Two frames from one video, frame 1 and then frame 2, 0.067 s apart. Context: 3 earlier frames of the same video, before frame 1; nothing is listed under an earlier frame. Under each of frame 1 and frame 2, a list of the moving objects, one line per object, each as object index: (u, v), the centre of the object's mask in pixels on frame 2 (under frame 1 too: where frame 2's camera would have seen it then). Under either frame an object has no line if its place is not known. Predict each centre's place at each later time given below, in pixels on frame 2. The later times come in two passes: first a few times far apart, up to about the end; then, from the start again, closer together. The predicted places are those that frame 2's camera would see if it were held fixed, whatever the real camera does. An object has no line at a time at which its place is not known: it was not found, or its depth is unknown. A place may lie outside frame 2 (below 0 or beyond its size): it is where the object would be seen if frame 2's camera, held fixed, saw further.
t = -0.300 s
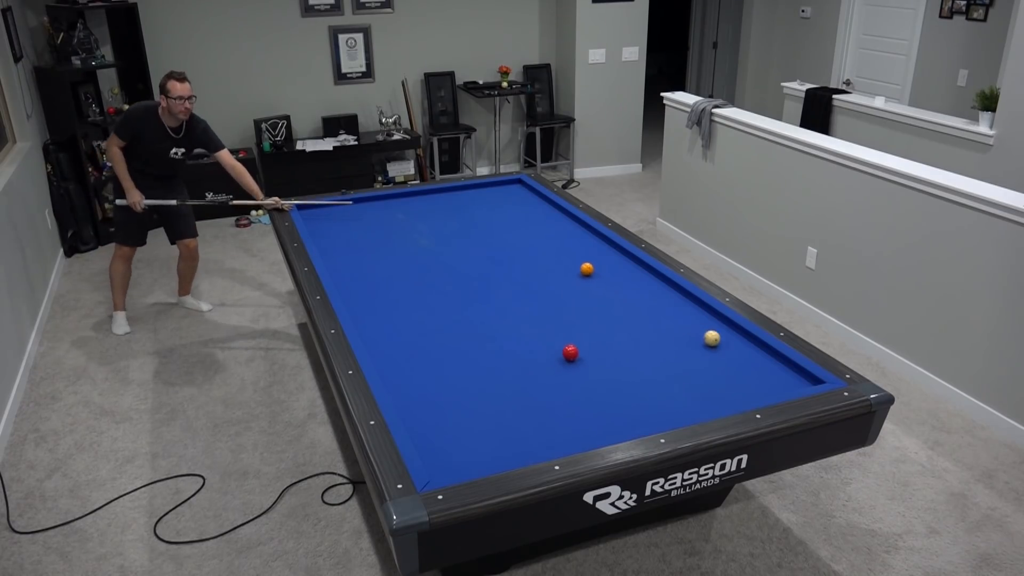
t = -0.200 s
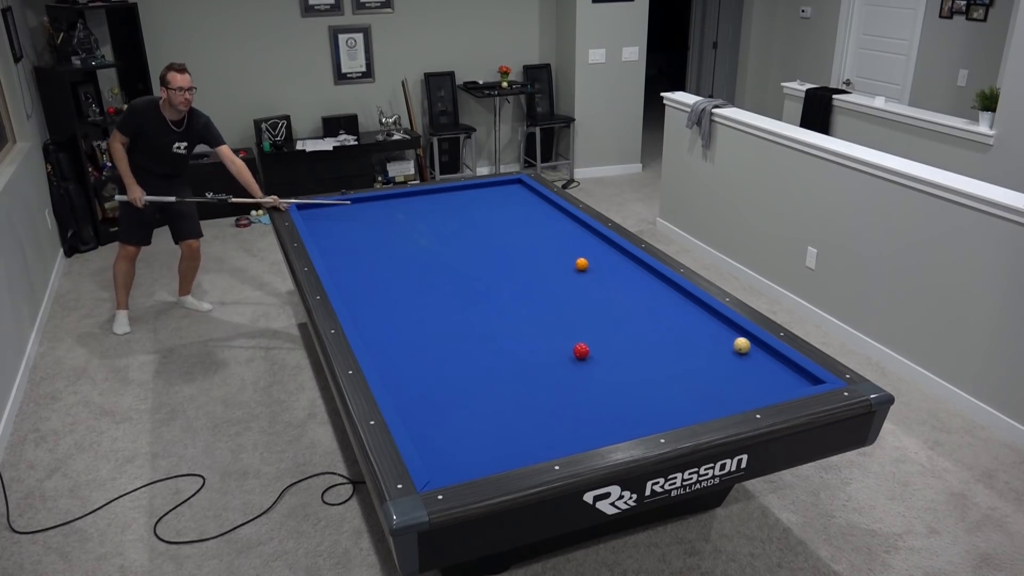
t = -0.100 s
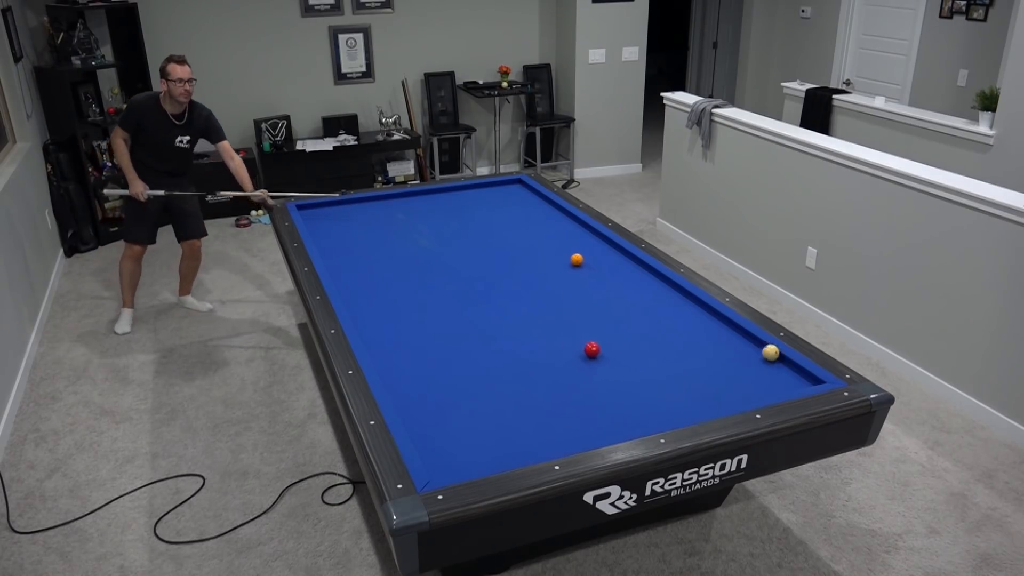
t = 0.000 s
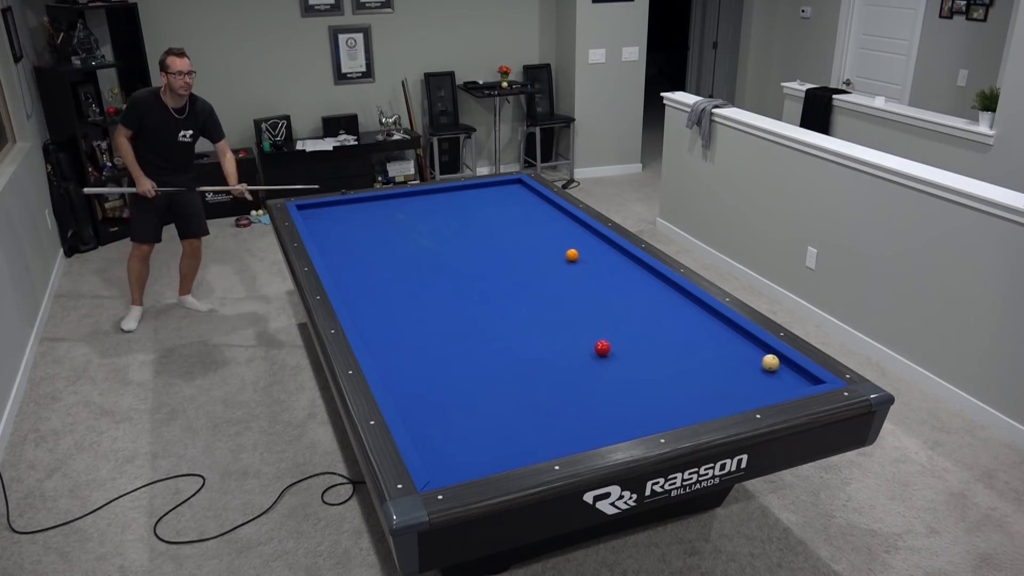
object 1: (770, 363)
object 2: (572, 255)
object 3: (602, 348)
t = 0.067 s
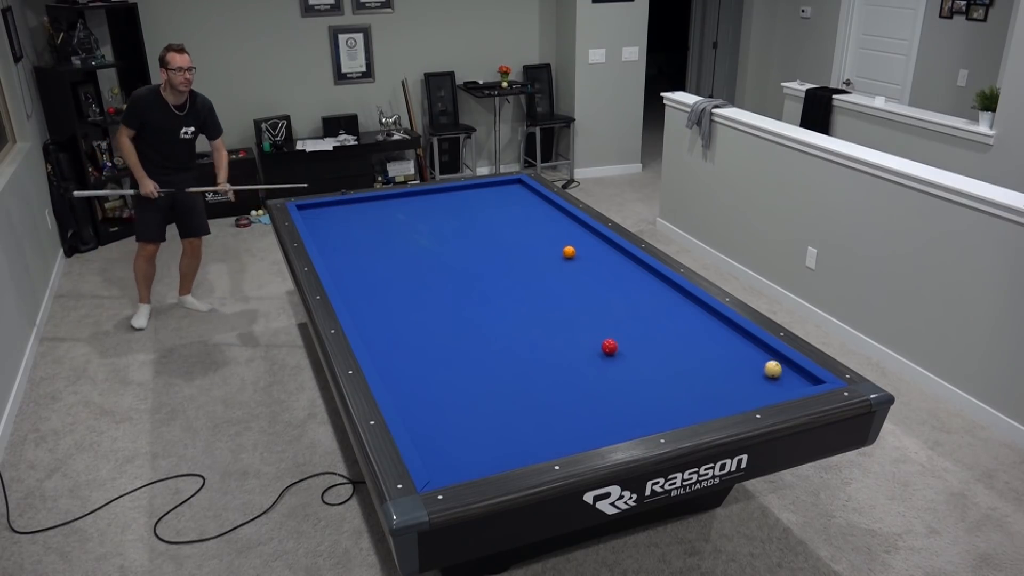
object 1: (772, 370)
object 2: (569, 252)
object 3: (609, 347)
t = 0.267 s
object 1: (780, 388)
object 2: (560, 244)
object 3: (630, 345)
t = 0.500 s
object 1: (754, 382)
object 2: (551, 235)
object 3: (652, 341)
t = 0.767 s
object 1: (727, 372)
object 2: (541, 225)
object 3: (677, 337)
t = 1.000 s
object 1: (704, 364)
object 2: (533, 218)
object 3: (698, 334)
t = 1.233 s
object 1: (683, 357)
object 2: (525, 210)
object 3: (717, 332)
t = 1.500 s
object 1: (661, 349)
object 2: (518, 203)
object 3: (734, 330)
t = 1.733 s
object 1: (642, 343)
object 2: (511, 197)
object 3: (728, 335)
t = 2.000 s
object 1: (623, 336)
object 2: (505, 190)
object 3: (721, 340)
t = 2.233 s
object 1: (607, 331)
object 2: (499, 185)
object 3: (716, 345)
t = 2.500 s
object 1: (590, 325)
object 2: (500, 185)
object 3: (709, 350)
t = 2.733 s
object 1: (577, 320)
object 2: (506, 187)
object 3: (704, 354)
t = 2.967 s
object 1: (564, 315)
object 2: (510, 190)
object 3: (699, 358)
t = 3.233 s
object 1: (550, 310)
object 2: (516, 193)
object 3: (693, 362)
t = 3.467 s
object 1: (539, 307)
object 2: (520, 196)
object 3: (689, 366)
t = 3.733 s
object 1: (527, 302)
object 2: (525, 199)
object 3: (683, 370)
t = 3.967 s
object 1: (517, 299)
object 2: (530, 201)
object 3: (679, 373)
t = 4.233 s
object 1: (507, 295)
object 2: (535, 204)
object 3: (675, 376)
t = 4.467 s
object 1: (498, 292)
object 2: (539, 206)
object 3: (672, 379)
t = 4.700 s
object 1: (491, 289)
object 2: (543, 209)
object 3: (669, 382)
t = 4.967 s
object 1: (482, 287)
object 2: (547, 211)
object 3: (666, 384)
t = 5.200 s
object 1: (476, 284)
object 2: (550, 213)
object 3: (663, 386)
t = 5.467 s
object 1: (469, 282)
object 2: (554, 216)
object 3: (661, 388)
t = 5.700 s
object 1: (463, 280)
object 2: (557, 217)
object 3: (659, 389)
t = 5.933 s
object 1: (458, 278)
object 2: (560, 219)
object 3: (658, 390)
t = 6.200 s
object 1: (453, 276)
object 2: (563, 221)
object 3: (657, 391)
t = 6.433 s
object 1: (448, 275)
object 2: (565, 222)
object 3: (657, 392)
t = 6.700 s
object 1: (444, 274)
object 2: (567, 224)
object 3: (657, 392)
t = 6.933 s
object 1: (441, 273)
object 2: (569, 225)
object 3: (657, 392)
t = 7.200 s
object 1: (438, 272)
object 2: (570, 227)
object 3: (657, 392)
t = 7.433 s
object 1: (435, 271)
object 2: (571, 228)
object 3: (657, 392)
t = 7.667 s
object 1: (433, 271)
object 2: (572, 229)
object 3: (657, 392)
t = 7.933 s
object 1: (432, 270)
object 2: (573, 230)
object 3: (657, 392)
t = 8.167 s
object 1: (430, 270)
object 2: (574, 230)
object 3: (658, 392)
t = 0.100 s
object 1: (774, 373)
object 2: (567, 250)
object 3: (613, 347)
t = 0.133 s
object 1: (775, 376)
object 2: (566, 249)
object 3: (616, 346)
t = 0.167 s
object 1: (776, 380)
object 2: (564, 248)
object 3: (620, 346)
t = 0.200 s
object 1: (777, 383)
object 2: (563, 247)
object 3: (623, 346)
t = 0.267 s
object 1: (780, 388)
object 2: (560, 244)
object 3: (630, 345)
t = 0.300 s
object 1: (777, 388)
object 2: (559, 242)
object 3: (633, 344)
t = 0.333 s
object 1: (772, 387)
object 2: (557, 241)
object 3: (636, 343)
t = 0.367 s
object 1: (769, 386)
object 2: (556, 240)
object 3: (639, 343)
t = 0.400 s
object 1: (765, 385)
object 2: (555, 238)
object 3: (643, 342)
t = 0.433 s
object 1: (761, 384)
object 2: (553, 237)
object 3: (646, 342)
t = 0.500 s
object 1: (754, 382)
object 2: (551, 235)
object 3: (652, 341)
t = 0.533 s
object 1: (751, 380)
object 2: (549, 233)
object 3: (656, 340)
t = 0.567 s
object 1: (747, 379)
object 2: (548, 232)
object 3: (659, 340)
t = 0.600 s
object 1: (743, 378)
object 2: (547, 231)
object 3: (662, 340)
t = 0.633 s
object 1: (740, 377)
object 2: (546, 230)
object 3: (665, 339)
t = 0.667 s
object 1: (737, 376)
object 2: (544, 229)
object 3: (668, 339)
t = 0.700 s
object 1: (733, 374)
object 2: (543, 227)
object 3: (671, 338)
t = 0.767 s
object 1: (727, 372)
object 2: (541, 225)
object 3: (677, 337)
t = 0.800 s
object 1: (723, 371)
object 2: (539, 224)
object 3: (680, 337)
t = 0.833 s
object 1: (720, 370)
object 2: (538, 223)
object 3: (683, 337)
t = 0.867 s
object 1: (717, 369)
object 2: (537, 222)
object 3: (686, 336)
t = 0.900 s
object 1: (713, 368)
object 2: (536, 221)
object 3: (689, 336)
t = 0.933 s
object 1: (710, 367)
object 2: (535, 220)
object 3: (692, 335)
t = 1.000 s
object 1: (704, 364)
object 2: (533, 218)
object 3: (698, 334)
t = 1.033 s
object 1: (701, 363)
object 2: (532, 217)
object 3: (701, 334)
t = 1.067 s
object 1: (698, 362)
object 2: (531, 216)
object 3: (704, 334)
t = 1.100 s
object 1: (695, 361)
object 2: (530, 214)
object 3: (706, 333)
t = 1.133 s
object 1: (692, 360)
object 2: (529, 214)
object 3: (709, 333)
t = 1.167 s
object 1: (689, 359)
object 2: (528, 213)
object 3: (712, 332)
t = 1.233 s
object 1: (683, 357)
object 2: (525, 210)
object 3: (717, 332)
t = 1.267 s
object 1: (680, 356)
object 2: (525, 209)
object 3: (720, 331)
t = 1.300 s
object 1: (677, 355)
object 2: (523, 208)
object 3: (723, 331)
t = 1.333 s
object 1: (674, 354)
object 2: (523, 207)
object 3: (726, 330)
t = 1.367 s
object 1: (672, 353)
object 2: (522, 206)
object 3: (728, 330)
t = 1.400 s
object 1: (669, 352)
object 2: (521, 206)
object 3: (731, 330)
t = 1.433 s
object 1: (666, 351)
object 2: (520, 205)
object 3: (734, 329)
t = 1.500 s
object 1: (661, 349)
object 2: (518, 203)
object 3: (734, 330)
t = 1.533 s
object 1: (658, 348)
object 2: (517, 202)
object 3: (733, 331)
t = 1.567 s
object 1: (656, 348)
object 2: (516, 201)
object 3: (732, 331)
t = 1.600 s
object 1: (653, 347)
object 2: (515, 200)
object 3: (731, 332)
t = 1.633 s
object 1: (650, 346)
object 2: (514, 199)
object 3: (730, 333)
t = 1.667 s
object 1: (648, 345)
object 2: (513, 198)
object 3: (729, 333)
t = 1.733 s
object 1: (642, 343)
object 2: (511, 197)
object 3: (728, 335)
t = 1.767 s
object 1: (640, 342)
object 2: (510, 196)
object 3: (727, 336)
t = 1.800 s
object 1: (637, 341)
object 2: (510, 195)
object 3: (726, 336)
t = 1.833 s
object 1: (635, 340)
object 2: (509, 194)
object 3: (725, 337)
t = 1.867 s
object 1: (633, 340)
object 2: (508, 193)
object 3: (725, 338)
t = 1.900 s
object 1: (630, 339)
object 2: (507, 193)
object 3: (724, 338)
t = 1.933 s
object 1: (628, 338)
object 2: (506, 192)
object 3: (723, 339)
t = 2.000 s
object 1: (623, 336)
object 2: (505, 190)
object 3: (721, 340)
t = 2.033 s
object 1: (621, 335)
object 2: (504, 189)
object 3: (720, 341)
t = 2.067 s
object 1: (619, 335)
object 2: (503, 189)
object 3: (720, 342)
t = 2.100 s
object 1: (616, 334)
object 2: (502, 188)
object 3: (719, 342)
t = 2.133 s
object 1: (614, 333)
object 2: (502, 187)
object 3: (718, 343)
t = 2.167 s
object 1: (612, 332)
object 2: (501, 186)
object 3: (717, 343)
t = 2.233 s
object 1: (607, 331)
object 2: (499, 185)
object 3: (716, 345)
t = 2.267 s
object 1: (605, 330)
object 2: (498, 184)
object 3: (715, 345)
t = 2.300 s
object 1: (603, 329)
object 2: (498, 184)
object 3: (714, 346)
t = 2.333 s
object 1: (601, 328)
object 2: (497, 183)
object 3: (713, 347)
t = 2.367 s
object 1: (599, 328)
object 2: (498, 183)
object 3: (712, 347)
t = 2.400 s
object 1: (597, 327)
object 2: (498, 184)
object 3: (712, 348)
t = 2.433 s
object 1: (594, 326)
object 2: (499, 184)
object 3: (711, 349)
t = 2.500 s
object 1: (590, 325)
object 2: (500, 185)
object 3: (709, 350)
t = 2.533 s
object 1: (588, 324)
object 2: (501, 185)
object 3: (708, 351)
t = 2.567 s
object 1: (586, 323)
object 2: (502, 185)
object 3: (708, 351)
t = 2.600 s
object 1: (584, 323)
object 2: (503, 186)
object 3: (707, 352)
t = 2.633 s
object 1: (582, 322)
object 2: (503, 186)
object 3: (706, 352)
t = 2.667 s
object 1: (580, 321)
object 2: (504, 187)
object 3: (706, 353)
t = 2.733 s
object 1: (577, 320)
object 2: (506, 187)
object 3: (704, 354)
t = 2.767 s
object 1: (575, 319)
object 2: (506, 188)
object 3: (703, 355)
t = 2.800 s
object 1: (573, 318)
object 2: (507, 188)
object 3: (703, 355)
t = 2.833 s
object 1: (571, 318)
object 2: (508, 189)
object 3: (702, 356)
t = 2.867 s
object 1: (569, 317)
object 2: (508, 189)
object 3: (701, 356)
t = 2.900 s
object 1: (567, 317)
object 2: (509, 189)
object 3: (700, 357)
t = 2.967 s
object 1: (564, 315)
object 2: (510, 190)
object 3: (699, 358)
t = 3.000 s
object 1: (562, 315)
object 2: (511, 191)
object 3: (698, 359)
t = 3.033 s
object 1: (560, 314)
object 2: (512, 191)
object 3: (698, 359)
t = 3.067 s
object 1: (559, 313)
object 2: (512, 191)
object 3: (697, 360)
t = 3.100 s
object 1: (557, 313)
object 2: (513, 192)
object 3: (696, 360)
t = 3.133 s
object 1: (555, 312)
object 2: (514, 192)
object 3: (695, 361)
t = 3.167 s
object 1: (554, 312)
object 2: (514, 193)
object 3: (695, 361)
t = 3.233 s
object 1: (550, 310)
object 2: (516, 193)
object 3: (693, 362)
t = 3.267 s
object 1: (548, 310)
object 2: (516, 194)
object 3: (693, 363)
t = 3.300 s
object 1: (547, 309)
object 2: (517, 194)
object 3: (692, 363)
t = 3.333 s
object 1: (545, 309)
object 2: (518, 194)
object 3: (691, 364)
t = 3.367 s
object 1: (544, 308)
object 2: (518, 195)
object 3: (690, 365)
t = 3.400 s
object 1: (542, 308)
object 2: (519, 195)
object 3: (690, 365)
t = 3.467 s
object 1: (539, 307)
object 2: (520, 196)
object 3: (689, 366)
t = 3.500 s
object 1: (537, 306)
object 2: (521, 196)
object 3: (688, 367)
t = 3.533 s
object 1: (536, 305)
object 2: (522, 197)
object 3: (687, 367)
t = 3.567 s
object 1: (534, 305)
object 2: (522, 197)
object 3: (687, 367)
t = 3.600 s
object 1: (533, 304)
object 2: (523, 198)
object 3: (686, 368)
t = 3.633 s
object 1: (531, 304)
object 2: (523, 198)
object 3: (686, 368)
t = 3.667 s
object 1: (530, 303)
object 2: (524, 198)
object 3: (685, 369)
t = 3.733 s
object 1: (527, 302)
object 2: (525, 199)
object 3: (683, 370)
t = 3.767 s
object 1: (525, 302)
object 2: (526, 199)
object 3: (683, 370)
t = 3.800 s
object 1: (524, 301)
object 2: (527, 200)
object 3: (682, 371)
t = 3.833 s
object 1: (522, 301)
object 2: (527, 200)
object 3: (682, 371)
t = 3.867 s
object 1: (521, 300)
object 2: (528, 200)
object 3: (681, 372)
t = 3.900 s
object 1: (520, 300)
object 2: (529, 201)
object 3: (681, 372)
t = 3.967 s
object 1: (517, 299)
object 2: (530, 201)
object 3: (679, 373)
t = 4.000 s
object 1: (516, 298)
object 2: (530, 202)
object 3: (679, 373)
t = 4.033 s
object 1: (514, 298)
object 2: (531, 202)
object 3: (678, 374)
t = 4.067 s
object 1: (513, 297)
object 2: (532, 202)
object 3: (678, 374)
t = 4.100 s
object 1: (512, 297)
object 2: (532, 203)
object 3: (677, 375)
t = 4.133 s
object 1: (510, 296)
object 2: (533, 203)
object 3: (677, 375)
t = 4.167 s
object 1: (509, 296)
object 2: (533, 203)
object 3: (676, 375)
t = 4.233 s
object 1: (507, 295)
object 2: (535, 204)
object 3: (675, 376)
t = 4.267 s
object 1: (506, 295)
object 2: (535, 204)
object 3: (675, 377)
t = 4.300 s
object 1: (504, 294)
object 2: (536, 205)
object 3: (674, 377)
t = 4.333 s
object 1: (503, 294)
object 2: (536, 205)
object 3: (674, 377)
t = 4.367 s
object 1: (502, 293)
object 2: (537, 205)
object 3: (673, 378)
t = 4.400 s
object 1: (501, 293)
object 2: (538, 206)
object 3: (673, 378)
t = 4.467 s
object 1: (498, 292)
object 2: (539, 206)
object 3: (672, 379)
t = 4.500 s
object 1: (497, 292)
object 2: (539, 207)
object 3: (671, 379)
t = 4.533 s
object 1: (496, 291)
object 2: (540, 207)
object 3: (671, 379)
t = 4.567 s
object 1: (495, 291)
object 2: (540, 207)
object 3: (671, 380)
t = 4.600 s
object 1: (494, 290)
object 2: (541, 208)
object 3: (670, 380)
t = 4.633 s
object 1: (493, 290)
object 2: (542, 208)
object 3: (670, 381)
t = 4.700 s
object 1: (491, 289)
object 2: (543, 209)
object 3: (669, 382)
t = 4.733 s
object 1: (490, 289)
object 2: (543, 209)
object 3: (668, 382)
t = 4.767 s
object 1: (488, 289)
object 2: (544, 209)
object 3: (668, 382)
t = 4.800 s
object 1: (487, 288)
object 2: (544, 210)
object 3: (668, 383)
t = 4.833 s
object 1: (486, 288)
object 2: (545, 210)
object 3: (667, 383)
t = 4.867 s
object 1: (485, 287)
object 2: (545, 210)
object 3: (667, 383)
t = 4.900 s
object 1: (484, 287)
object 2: (546, 210)
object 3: (666, 384)
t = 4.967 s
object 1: (482, 287)
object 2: (547, 211)
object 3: (666, 384)
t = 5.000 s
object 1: (481, 286)
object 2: (547, 211)
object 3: (665, 384)
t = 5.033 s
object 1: (480, 286)
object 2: (548, 212)
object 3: (665, 385)
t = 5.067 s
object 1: (479, 285)
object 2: (549, 212)
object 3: (664, 385)
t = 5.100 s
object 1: (478, 285)
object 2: (549, 212)
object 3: (664, 385)
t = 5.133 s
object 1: (477, 285)
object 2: (549, 213)
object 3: (664, 386)
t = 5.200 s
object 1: (476, 284)
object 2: (550, 213)
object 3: (663, 386)
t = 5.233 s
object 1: (475, 284)
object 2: (551, 214)
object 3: (663, 386)
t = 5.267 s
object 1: (474, 284)
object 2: (551, 214)
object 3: (662, 386)
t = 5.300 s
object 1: (473, 283)
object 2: (552, 214)
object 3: (662, 387)
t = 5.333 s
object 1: (472, 283)
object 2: (552, 214)
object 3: (662, 387)
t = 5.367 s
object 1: (471, 283)
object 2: (553, 215)
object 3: (662, 387)
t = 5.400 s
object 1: (470, 282)
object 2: (553, 215)
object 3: (661, 387)
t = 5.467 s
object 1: (469, 282)
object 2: (554, 216)
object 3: (661, 388)
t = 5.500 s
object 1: (468, 282)
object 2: (555, 216)
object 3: (661, 388)
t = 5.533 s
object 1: (467, 281)
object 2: (555, 216)
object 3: (660, 388)
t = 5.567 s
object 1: (466, 281)
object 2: (556, 216)
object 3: (660, 388)
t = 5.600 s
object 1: (465, 281)
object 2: (556, 216)
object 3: (660, 389)
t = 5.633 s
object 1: (464, 281)
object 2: (557, 217)
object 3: (660, 389)
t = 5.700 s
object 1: (463, 280)
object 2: (557, 217)
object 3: (659, 389)
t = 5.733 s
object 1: (462, 280)
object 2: (558, 218)
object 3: (659, 389)
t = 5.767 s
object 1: (461, 279)
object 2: (558, 218)
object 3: (659, 390)
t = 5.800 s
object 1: (461, 279)
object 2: (559, 218)
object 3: (659, 390)
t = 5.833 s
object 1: (460, 279)
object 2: (559, 218)
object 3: (659, 390)
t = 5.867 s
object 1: (459, 279)
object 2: (559, 219)
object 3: (658, 390)
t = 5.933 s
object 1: (458, 278)
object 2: (560, 219)
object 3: (658, 390)
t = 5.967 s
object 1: (457, 278)
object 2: (561, 219)
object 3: (658, 390)
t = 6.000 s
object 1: (457, 278)
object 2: (561, 219)
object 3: (658, 391)
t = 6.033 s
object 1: (456, 278)
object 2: (561, 220)
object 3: (658, 391)
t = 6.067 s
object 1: (455, 277)
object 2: (562, 220)
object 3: (658, 391)
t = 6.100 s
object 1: (454, 277)
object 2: (562, 220)
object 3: (658, 391)
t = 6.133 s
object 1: (454, 277)
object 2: (562, 220)
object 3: (658, 391)
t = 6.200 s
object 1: (453, 276)
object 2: (563, 221)
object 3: (657, 391)
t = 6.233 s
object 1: (452, 276)
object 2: (563, 221)
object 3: (657, 391)
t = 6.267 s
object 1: (451, 276)
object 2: (564, 221)
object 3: (657, 391)
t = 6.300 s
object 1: (451, 276)
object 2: (564, 222)
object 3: (657, 391)
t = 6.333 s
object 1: (450, 276)
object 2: (564, 222)
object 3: (657, 392)
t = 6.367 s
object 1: (450, 275)
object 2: (565, 222)
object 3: (657, 392)
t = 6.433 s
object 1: (448, 275)
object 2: (565, 222)
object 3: (657, 392)
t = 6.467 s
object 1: (448, 275)
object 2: (565, 223)
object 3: (657, 392)
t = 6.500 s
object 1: (447, 275)
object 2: (566, 223)
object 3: (657, 392)
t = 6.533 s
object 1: (447, 274)
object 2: (566, 223)
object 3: (657, 392)
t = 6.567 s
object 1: (446, 274)
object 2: (566, 223)
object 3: (657, 392)
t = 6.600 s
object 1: (446, 274)
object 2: (567, 223)
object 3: (657, 392)
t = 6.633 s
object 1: (445, 274)
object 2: (567, 223)
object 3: (657, 392)
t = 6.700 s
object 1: (444, 274)
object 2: (567, 224)
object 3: (657, 392)
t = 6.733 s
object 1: (444, 274)
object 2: (567, 224)
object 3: (657, 392)
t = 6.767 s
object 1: (443, 273)
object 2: (568, 224)
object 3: (657, 392)
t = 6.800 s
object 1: (443, 273)
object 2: (568, 224)
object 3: (657, 392)
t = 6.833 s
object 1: (442, 273)
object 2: (568, 225)
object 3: (657, 392)
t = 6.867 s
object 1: (442, 273)
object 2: (568, 225)
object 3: (657, 392)
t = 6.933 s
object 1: (441, 273)
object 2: (569, 225)
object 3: (657, 392)
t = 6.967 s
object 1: (441, 273)
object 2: (569, 225)
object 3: (657, 392)
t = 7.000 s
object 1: (440, 273)
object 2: (569, 226)
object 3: (657, 392)
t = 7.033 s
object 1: (440, 273)
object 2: (569, 226)
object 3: (657, 392)
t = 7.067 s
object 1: (439, 272)
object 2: (569, 226)
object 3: (657, 392)
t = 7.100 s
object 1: (439, 272)
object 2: (570, 226)
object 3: (657, 392)
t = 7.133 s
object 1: (439, 272)
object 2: (570, 226)
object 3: (657, 392)
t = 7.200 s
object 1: (438, 272)
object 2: (570, 227)
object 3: (657, 392)
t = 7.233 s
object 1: (437, 272)
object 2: (570, 227)
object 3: (657, 392)
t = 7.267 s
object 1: (437, 272)
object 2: (570, 227)
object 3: (657, 392)
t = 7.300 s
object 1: (437, 272)
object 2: (570, 227)
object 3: (657, 392)
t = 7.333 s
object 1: (436, 271)
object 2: (570, 227)
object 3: (657, 392)
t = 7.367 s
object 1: (436, 271)
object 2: (571, 227)
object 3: (657, 392)
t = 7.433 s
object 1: (435, 271)
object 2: (571, 228)
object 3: (657, 392)
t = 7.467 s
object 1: (435, 271)
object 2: (571, 228)
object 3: (657, 392)
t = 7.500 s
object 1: (435, 271)
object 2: (571, 228)
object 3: (657, 392)
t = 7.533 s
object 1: (435, 271)
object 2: (571, 228)
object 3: (658, 392)
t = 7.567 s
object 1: (434, 271)
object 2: (571, 228)
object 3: (657, 392)
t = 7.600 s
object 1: (434, 271)
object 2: (572, 228)
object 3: (657, 392)
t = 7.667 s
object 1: (433, 271)
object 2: (572, 229)
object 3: (657, 392)
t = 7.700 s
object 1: (433, 270)
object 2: (572, 229)
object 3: (657, 392)
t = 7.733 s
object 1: (433, 270)
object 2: (572, 229)
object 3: (657, 392)
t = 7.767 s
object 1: (433, 270)
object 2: (572, 229)
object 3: (657, 392)
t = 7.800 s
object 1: (432, 270)
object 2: (573, 229)
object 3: (658, 392)
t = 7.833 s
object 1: (432, 270)
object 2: (573, 229)
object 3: (657, 392)
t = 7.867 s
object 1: (432, 270)
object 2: (573, 229)
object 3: (658, 392)
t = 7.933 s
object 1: (432, 270)
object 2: (573, 230)
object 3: (657, 392)
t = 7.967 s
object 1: (431, 270)
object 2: (574, 230)
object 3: (658, 392)
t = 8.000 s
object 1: (431, 270)
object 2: (574, 230)
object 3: (658, 392)
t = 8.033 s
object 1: (431, 270)
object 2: (574, 230)
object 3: (657, 392)
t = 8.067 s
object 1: (431, 270)
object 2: (574, 230)
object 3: (658, 392)
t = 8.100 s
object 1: (431, 270)
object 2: (574, 230)
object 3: (658, 392)
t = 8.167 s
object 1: (430, 270)
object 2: (574, 230)
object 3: (658, 392)
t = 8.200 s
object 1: (430, 270)
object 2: (574, 230)
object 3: (658, 392)
